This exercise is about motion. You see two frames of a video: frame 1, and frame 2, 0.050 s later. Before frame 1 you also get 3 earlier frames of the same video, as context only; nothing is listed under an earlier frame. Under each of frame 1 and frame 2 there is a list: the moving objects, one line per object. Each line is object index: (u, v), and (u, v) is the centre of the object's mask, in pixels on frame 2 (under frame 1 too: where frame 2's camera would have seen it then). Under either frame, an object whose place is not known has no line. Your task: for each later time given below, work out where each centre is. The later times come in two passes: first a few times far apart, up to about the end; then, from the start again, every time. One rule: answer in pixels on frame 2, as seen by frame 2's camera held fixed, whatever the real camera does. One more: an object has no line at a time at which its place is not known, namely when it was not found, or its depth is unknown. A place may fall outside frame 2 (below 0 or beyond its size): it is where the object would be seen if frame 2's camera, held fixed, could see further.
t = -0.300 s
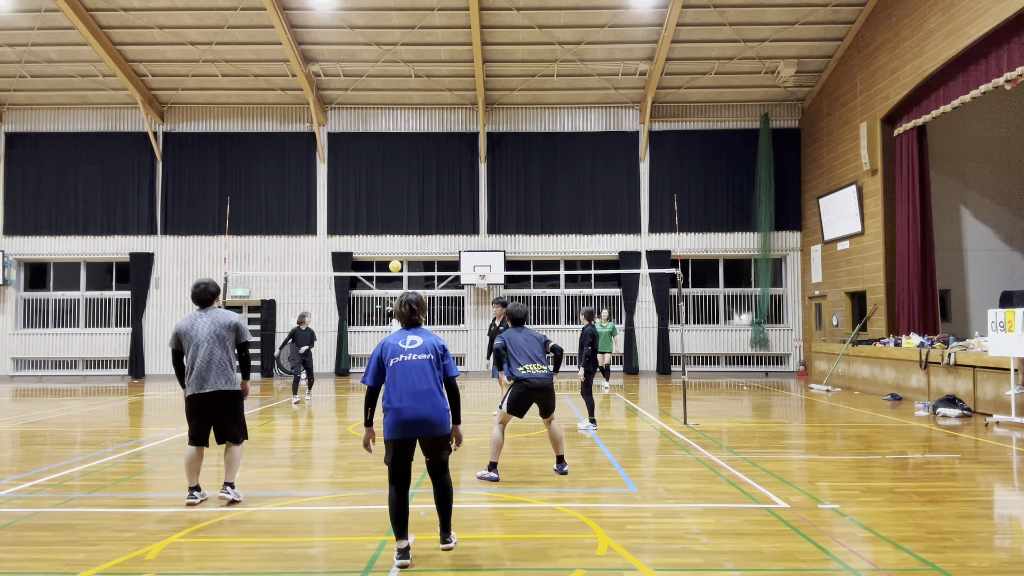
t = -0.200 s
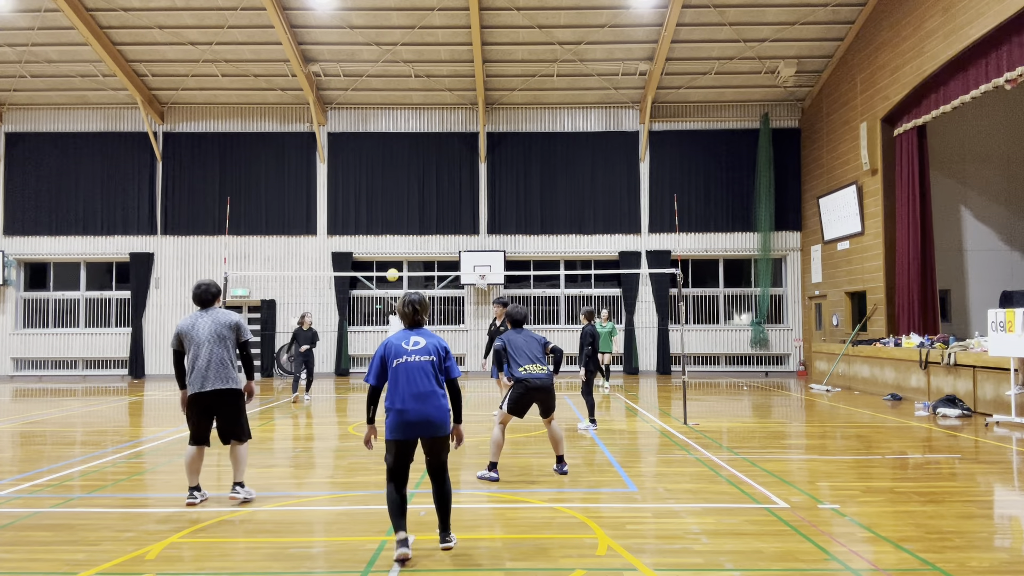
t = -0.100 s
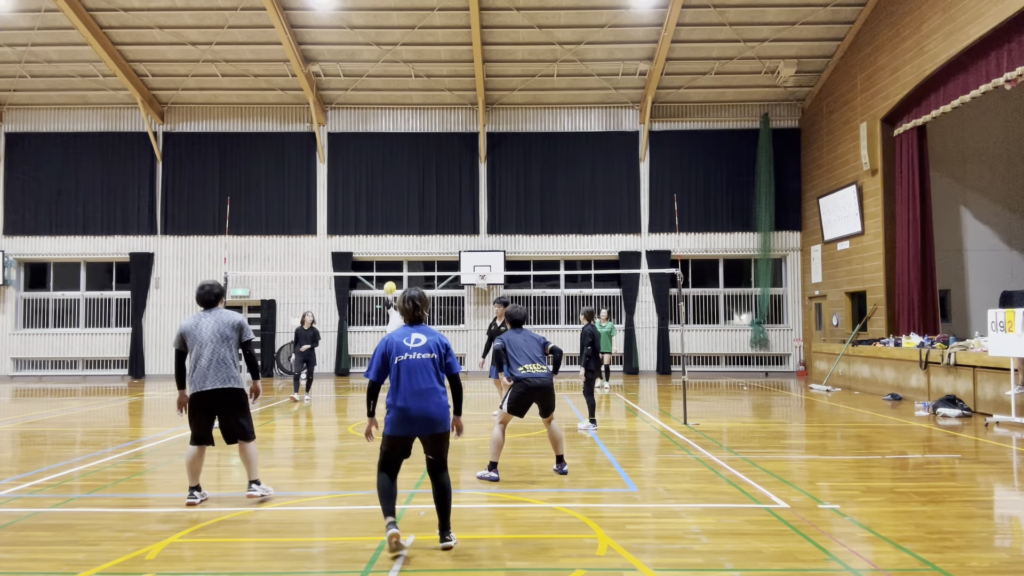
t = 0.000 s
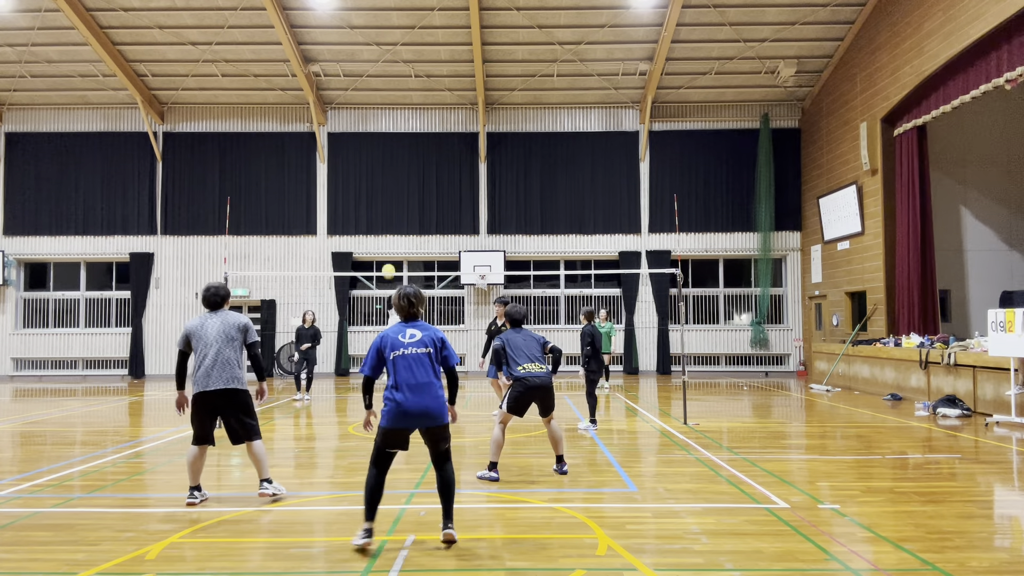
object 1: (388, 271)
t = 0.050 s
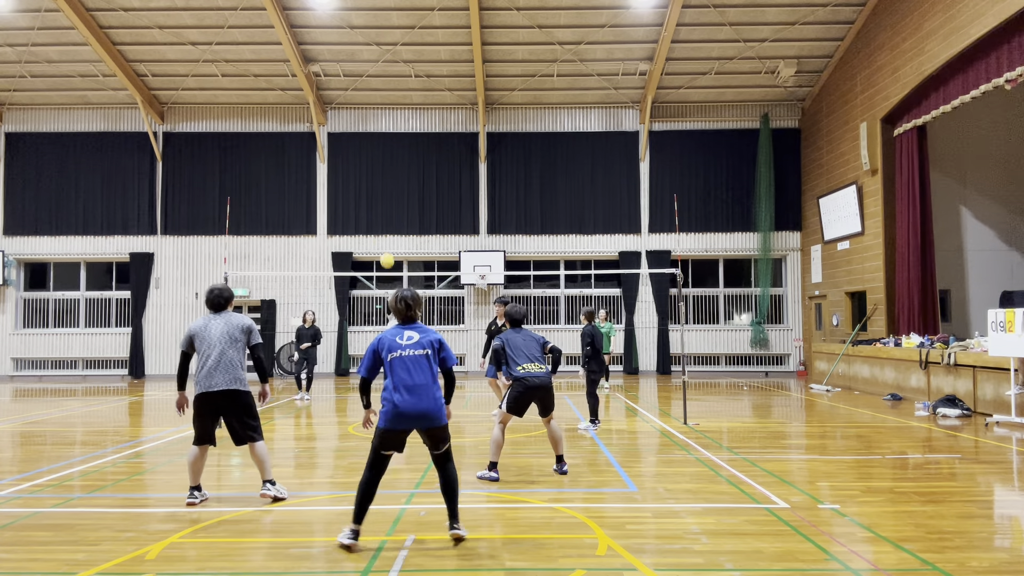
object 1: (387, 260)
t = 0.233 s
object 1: (375, 229)
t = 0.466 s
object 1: (350, 224)
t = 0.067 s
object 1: (386, 258)
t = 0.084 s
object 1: (386, 254)
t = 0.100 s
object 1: (385, 251)
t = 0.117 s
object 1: (384, 247)
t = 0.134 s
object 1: (383, 244)
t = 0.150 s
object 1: (382, 241)
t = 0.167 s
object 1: (381, 238)
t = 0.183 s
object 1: (379, 235)
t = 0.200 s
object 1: (378, 233)
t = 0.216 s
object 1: (377, 231)
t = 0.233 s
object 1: (375, 229)
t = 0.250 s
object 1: (374, 227)
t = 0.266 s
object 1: (372, 225)
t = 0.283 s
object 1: (371, 224)
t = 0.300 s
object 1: (369, 223)
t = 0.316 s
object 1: (368, 221)
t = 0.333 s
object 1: (366, 221)
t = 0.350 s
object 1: (364, 220)
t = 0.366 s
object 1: (362, 220)
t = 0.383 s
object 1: (360, 220)
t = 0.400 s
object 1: (358, 220)
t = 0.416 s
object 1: (356, 220)
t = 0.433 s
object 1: (354, 221)
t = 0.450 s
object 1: (352, 223)
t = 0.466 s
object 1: (350, 224)
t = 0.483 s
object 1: (347, 225)
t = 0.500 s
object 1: (345, 227)
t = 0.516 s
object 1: (342, 230)
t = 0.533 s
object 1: (339, 232)
